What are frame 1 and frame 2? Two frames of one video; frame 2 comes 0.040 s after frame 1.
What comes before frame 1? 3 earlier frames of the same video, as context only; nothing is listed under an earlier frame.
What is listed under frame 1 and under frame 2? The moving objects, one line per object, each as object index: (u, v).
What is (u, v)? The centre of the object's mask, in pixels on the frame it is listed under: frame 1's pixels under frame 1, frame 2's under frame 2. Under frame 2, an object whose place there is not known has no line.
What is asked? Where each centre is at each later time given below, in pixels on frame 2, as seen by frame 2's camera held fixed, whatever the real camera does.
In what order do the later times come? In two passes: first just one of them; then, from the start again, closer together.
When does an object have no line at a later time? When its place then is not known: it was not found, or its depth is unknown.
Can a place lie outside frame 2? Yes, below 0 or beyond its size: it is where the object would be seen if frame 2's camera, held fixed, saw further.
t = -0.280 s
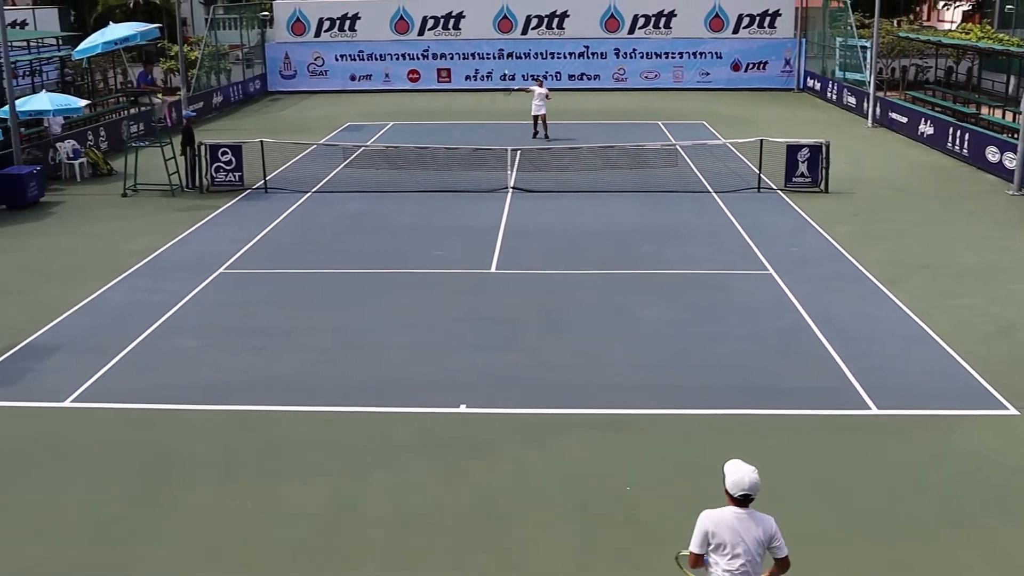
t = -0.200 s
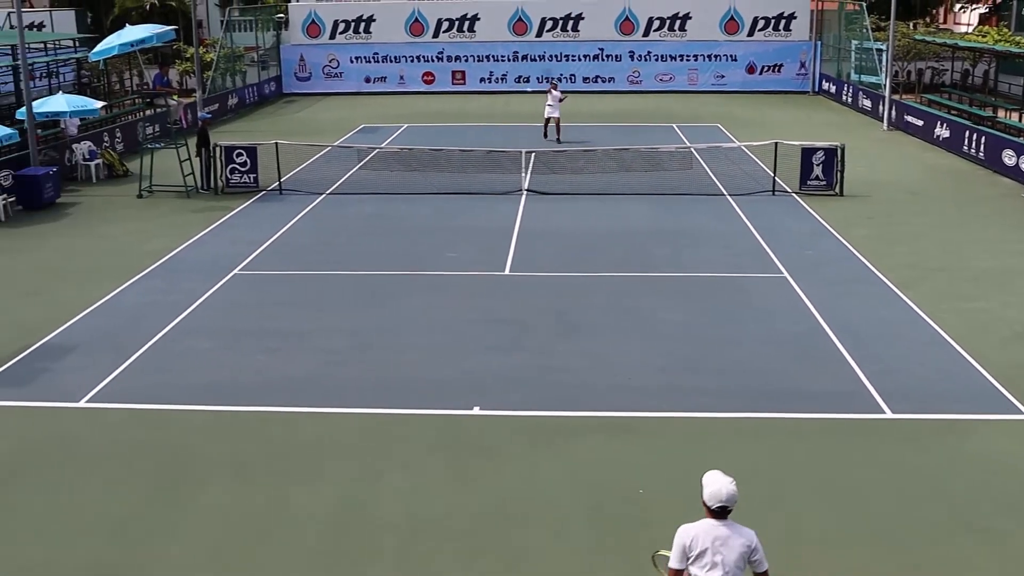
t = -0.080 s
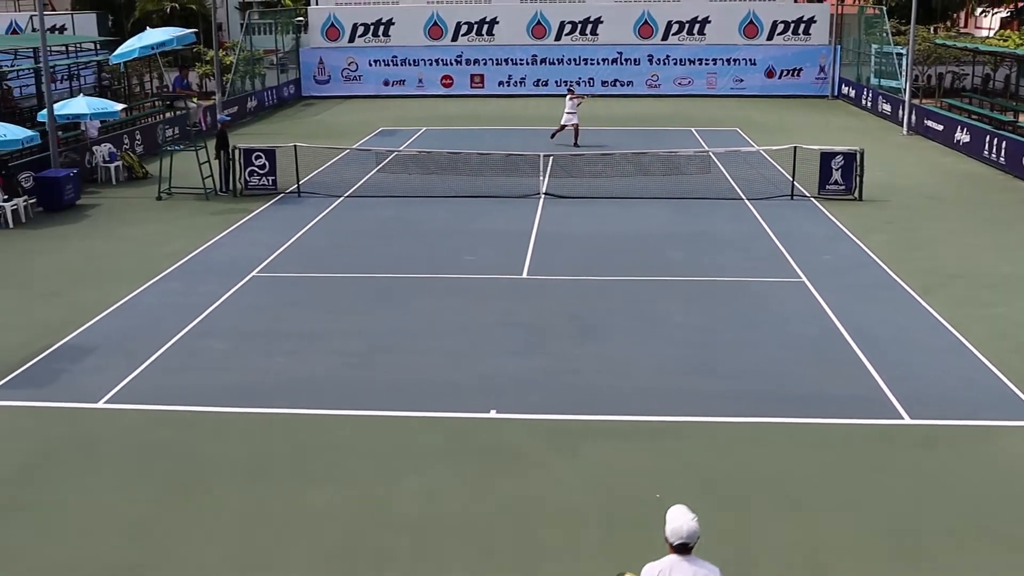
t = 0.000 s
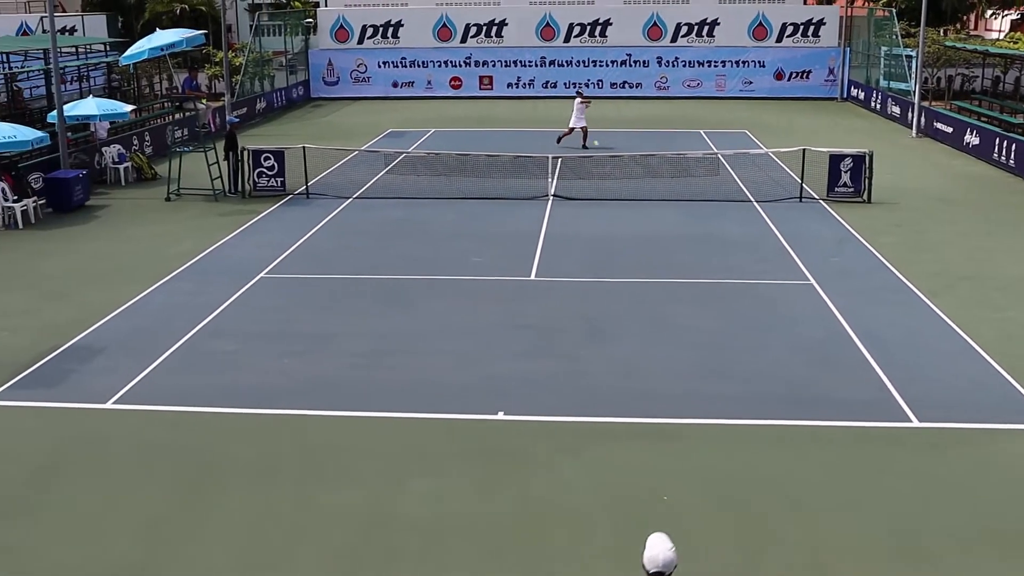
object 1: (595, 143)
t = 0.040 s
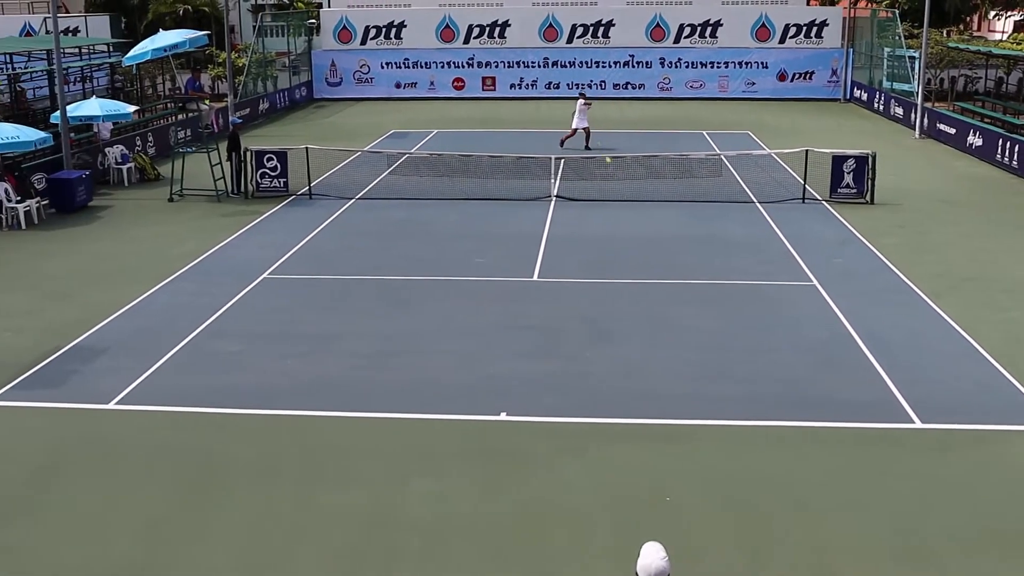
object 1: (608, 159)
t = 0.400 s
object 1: (710, 315)
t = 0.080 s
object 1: (618, 178)
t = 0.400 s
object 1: (710, 315)
